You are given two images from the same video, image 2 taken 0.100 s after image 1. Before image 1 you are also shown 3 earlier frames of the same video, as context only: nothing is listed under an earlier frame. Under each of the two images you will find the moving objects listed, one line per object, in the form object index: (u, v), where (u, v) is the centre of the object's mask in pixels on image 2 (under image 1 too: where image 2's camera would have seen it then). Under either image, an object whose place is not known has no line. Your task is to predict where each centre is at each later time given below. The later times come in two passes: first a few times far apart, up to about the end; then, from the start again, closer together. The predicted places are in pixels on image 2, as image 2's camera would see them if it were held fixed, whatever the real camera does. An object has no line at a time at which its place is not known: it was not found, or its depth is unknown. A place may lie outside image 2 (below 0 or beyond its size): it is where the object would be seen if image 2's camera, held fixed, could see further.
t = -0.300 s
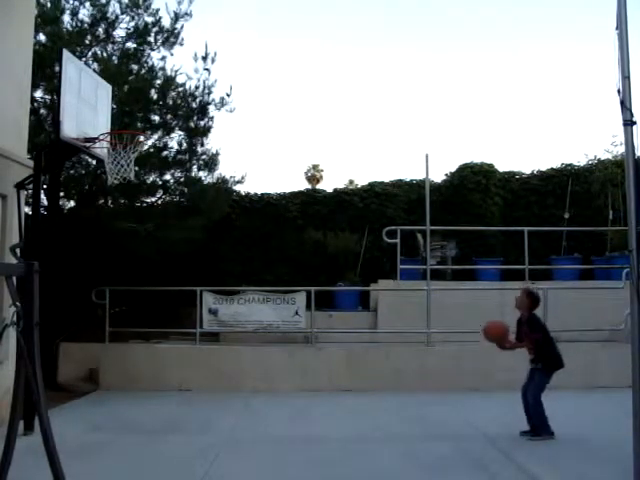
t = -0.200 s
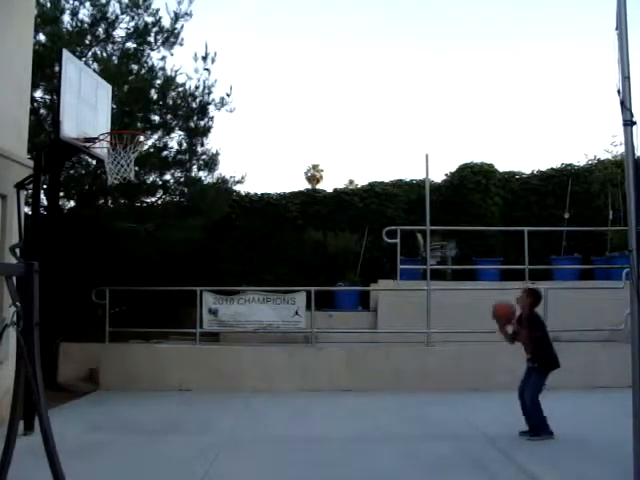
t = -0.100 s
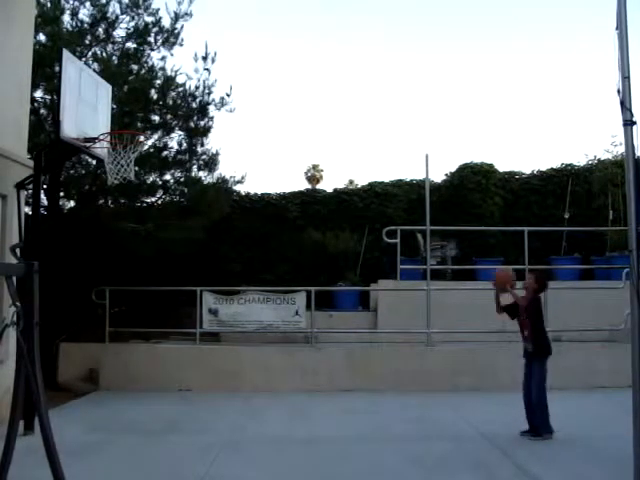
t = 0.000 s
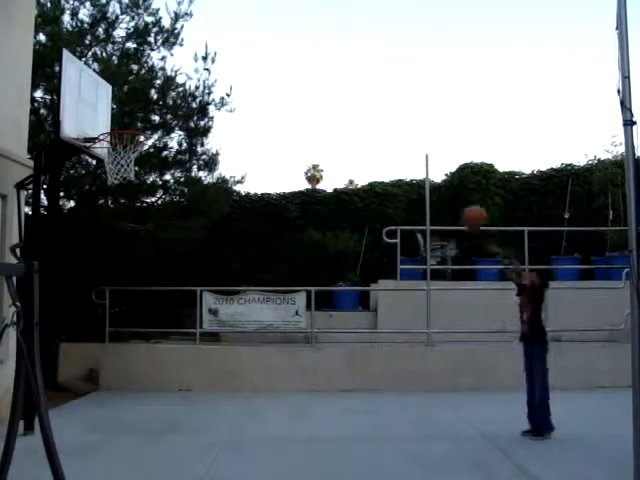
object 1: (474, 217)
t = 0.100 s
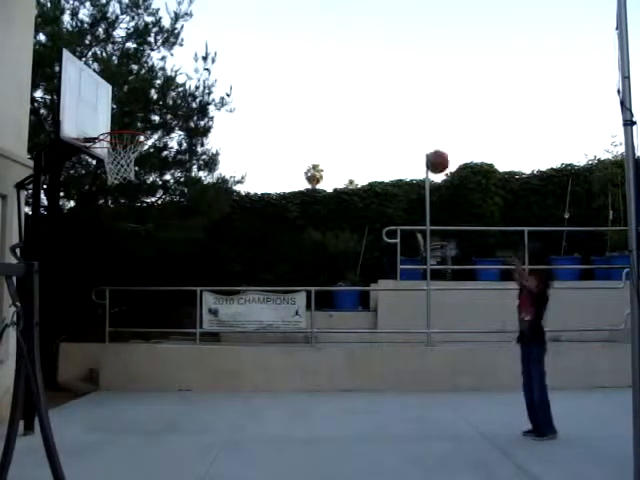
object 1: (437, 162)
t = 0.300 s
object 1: (365, 85)
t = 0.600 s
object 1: (262, 47)
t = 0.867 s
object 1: (173, 87)
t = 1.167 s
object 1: (102, 166)
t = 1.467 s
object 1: (71, 251)
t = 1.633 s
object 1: (55, 336)
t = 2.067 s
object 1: (64, 292)
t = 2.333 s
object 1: (83, 245)
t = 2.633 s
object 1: (103, 281)
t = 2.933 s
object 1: (123, 423)
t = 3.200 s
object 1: (142, 344)
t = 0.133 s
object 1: (424, 146)
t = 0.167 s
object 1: (412, 131)
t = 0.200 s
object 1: (401, 118)
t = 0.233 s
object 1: (388, 105)
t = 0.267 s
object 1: (376, 95)
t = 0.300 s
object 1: (365, 85)
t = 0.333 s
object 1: (353, 76)
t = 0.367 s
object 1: (341, 69)
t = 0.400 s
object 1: (330, 62)
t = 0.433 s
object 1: (318, 57)
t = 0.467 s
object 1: (307, 53)
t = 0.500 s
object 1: (296, 50)
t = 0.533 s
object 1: (284, 48)
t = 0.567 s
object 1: (273, 47)
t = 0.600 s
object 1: (262, 47)
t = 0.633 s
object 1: (251, 48)
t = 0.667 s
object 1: (239, 51)
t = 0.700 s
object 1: (228, 54)
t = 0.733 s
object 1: (218, 58)
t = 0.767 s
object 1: (206, 64)
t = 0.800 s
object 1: (195, 70)
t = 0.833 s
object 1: (184, 78)
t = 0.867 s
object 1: (173, 87)
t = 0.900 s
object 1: (163, 96)
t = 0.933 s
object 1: (150, 107)
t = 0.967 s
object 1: (140, 118)
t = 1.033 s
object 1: (119, 142)
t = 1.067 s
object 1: (108, 157)
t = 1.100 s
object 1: (103, 161)
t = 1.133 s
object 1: (103, 166)
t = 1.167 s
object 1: (102, 166)
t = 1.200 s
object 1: (95, 171)
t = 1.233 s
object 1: (91, 180)
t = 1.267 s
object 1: (89, 184)
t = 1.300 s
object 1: (87, 192)
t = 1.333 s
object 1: (84, 202)
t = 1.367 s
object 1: (79, 212)
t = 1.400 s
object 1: (77, 224)
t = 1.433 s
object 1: (75, 237)
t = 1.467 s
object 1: (71, 251)
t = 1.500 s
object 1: (68, 266)
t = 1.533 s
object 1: (65, 282)
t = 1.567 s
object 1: (62, 299)
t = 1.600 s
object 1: (59, 317)
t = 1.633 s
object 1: (55, 336)
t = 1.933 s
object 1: (52, 344)
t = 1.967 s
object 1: (57, 330)
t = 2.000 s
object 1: (59, 316)
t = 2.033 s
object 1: (61, 304)
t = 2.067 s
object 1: (64, 292)
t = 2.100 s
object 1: (66, 282)
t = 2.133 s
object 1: (68, 273)
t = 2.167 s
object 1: (71, 266)
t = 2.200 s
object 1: (74, 259)
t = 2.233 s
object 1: (76, 254)
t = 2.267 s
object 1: (79, 249)
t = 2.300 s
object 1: (80, 247)
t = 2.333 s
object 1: (83, 245)
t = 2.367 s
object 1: (86, 244)
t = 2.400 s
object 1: (88, 244)
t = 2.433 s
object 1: (90, 245)
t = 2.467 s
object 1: (92, 248)
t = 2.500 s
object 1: (94, 253)
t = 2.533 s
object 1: (96, 258)
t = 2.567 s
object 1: (98, 265)
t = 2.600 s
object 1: (101, 273)
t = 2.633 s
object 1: (103, 281)
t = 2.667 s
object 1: (106, 292)
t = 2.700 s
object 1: (108, 304)
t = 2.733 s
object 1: (110, 317)
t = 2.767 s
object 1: (112, 331)
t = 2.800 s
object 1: (115, 346)
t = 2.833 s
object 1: (119, 364)
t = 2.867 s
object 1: (119, 382)
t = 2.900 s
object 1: (121, 402)
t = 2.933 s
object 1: (123, 423)
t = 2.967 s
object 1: (125, 444)
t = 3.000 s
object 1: (128, 425)
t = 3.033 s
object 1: (129, 410)
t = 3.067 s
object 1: (132, 395)
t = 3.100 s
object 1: (134, 380)
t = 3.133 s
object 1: (138, 368)
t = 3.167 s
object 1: (139, 356)
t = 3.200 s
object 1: (142, 344)
